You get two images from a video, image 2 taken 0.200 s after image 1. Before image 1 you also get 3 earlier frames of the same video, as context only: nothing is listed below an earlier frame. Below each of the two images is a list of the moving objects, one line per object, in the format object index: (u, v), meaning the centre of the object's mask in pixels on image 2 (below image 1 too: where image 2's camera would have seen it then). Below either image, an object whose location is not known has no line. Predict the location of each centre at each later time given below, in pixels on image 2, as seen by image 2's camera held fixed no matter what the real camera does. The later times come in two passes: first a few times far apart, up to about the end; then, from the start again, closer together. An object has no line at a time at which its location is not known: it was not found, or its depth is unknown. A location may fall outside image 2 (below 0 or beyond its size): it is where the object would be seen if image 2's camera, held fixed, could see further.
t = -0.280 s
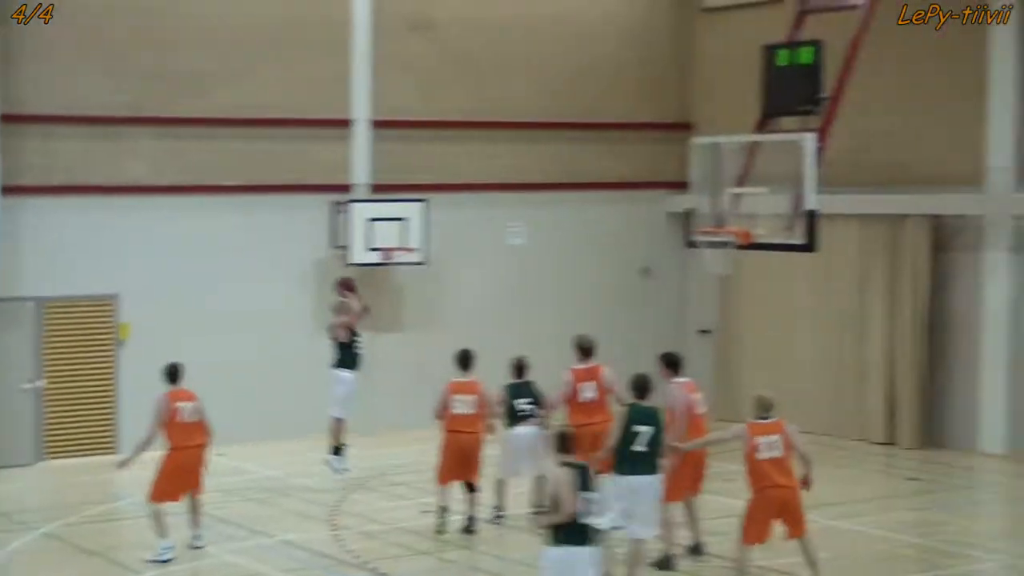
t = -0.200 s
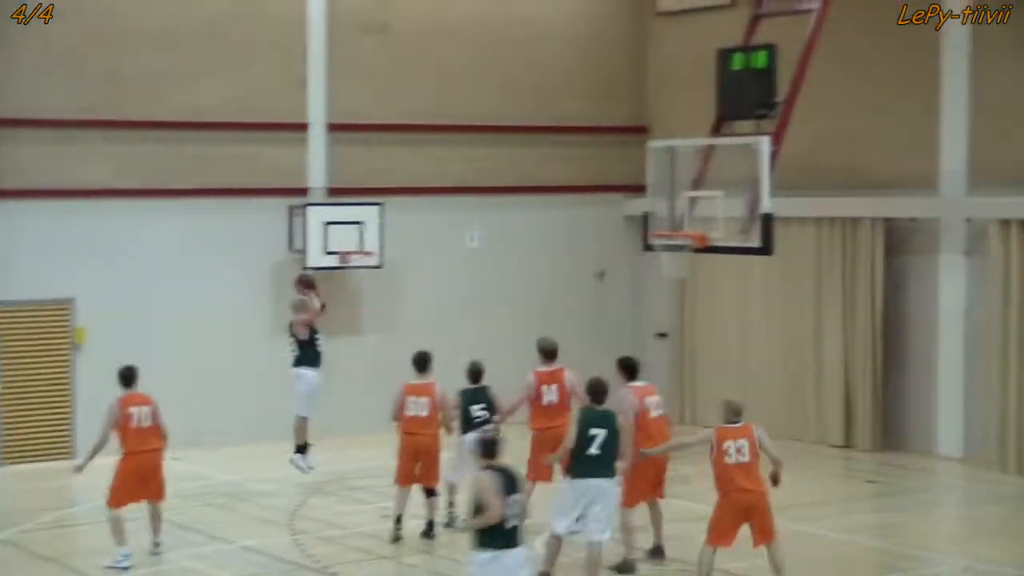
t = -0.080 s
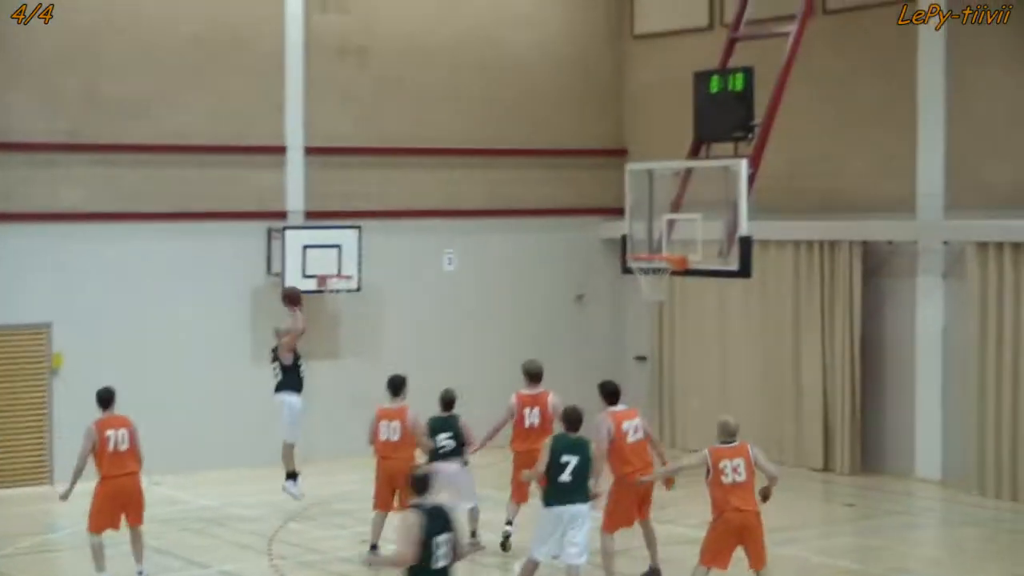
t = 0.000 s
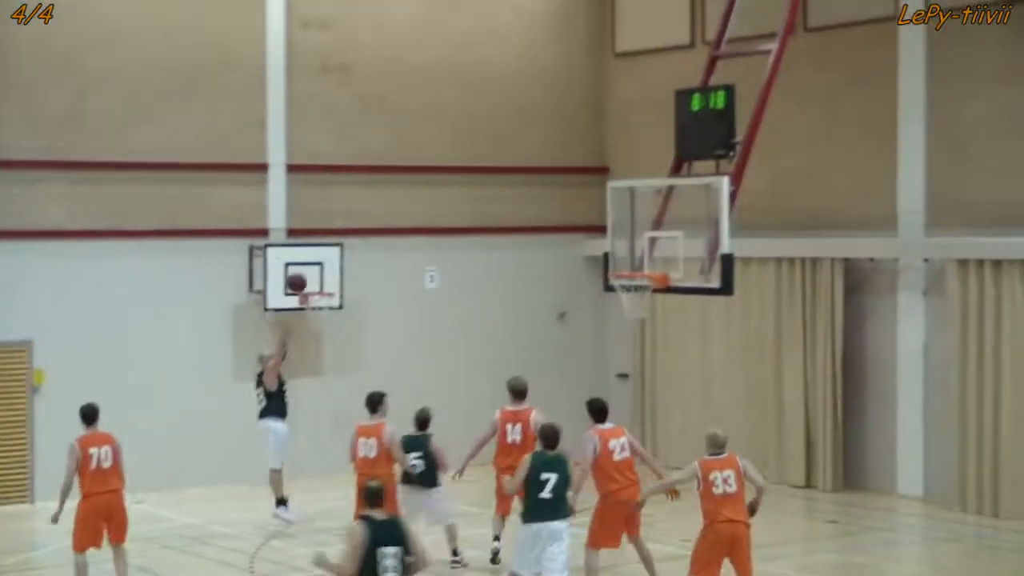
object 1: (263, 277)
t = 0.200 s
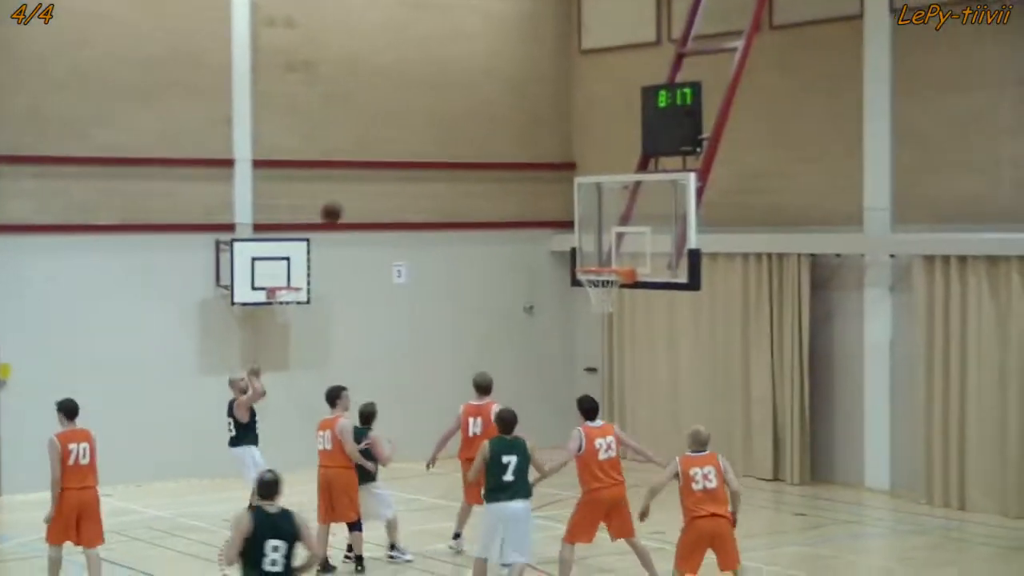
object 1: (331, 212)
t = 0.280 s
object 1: (358, 195)
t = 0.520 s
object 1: (447, 178)
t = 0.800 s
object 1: (560, 229)
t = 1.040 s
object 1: (610, 313)
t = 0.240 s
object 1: (345, 202)
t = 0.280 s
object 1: (358, 195)
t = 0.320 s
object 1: (373, 189)
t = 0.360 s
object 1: (388, 185)
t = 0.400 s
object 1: (403, 182)
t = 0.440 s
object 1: (417, 179)
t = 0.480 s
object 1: (433, 178)
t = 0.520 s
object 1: (447, 178)
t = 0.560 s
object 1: (463, 181)
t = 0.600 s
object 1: (479, 185)
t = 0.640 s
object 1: (494, 191)
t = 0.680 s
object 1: (511, 197)
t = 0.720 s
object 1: (526, 206)
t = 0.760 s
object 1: (542, 216)
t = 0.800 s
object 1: (560, 229)
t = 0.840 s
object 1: (575, 241)
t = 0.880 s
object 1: (591, 256)
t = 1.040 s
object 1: (610, 313)
